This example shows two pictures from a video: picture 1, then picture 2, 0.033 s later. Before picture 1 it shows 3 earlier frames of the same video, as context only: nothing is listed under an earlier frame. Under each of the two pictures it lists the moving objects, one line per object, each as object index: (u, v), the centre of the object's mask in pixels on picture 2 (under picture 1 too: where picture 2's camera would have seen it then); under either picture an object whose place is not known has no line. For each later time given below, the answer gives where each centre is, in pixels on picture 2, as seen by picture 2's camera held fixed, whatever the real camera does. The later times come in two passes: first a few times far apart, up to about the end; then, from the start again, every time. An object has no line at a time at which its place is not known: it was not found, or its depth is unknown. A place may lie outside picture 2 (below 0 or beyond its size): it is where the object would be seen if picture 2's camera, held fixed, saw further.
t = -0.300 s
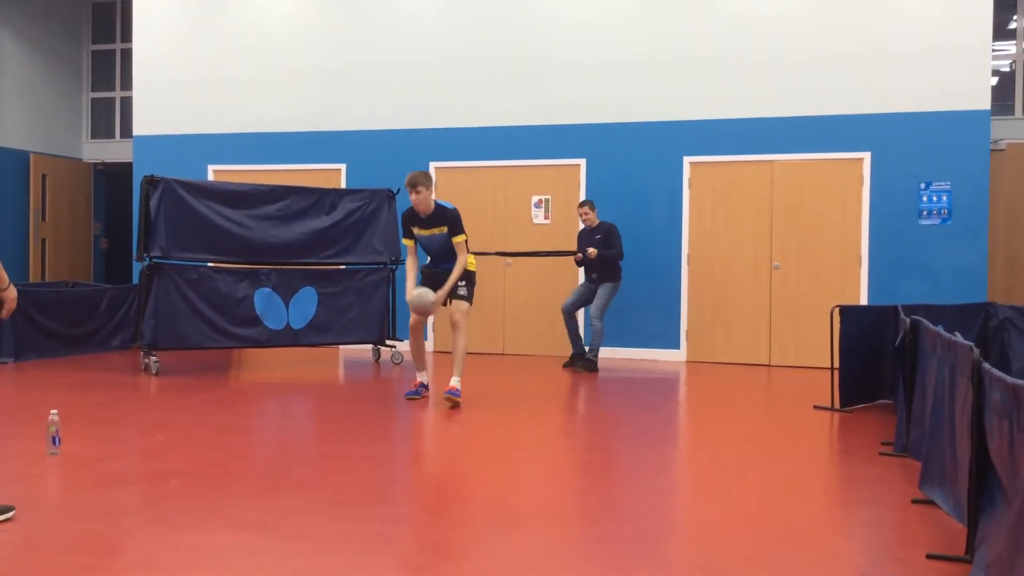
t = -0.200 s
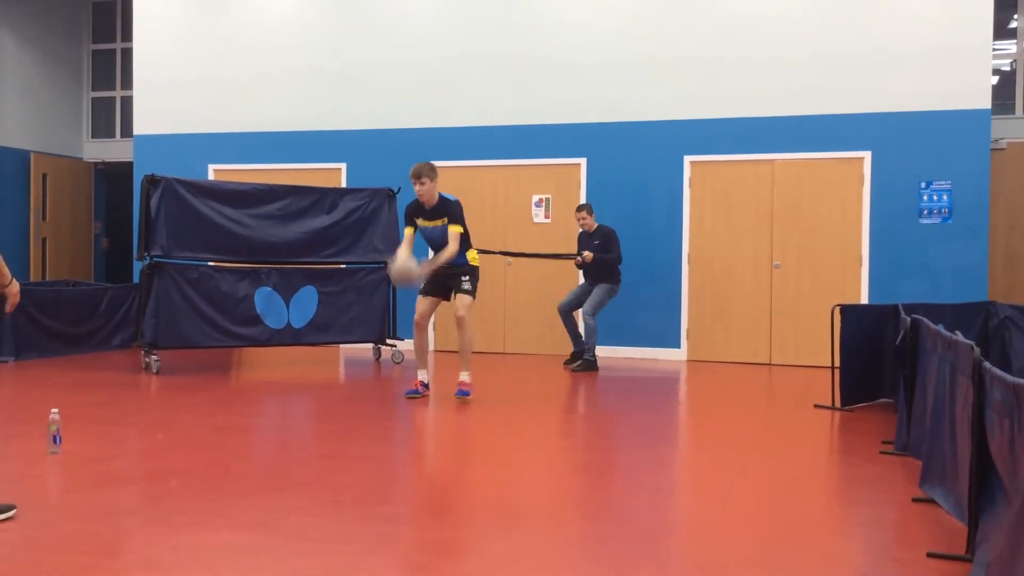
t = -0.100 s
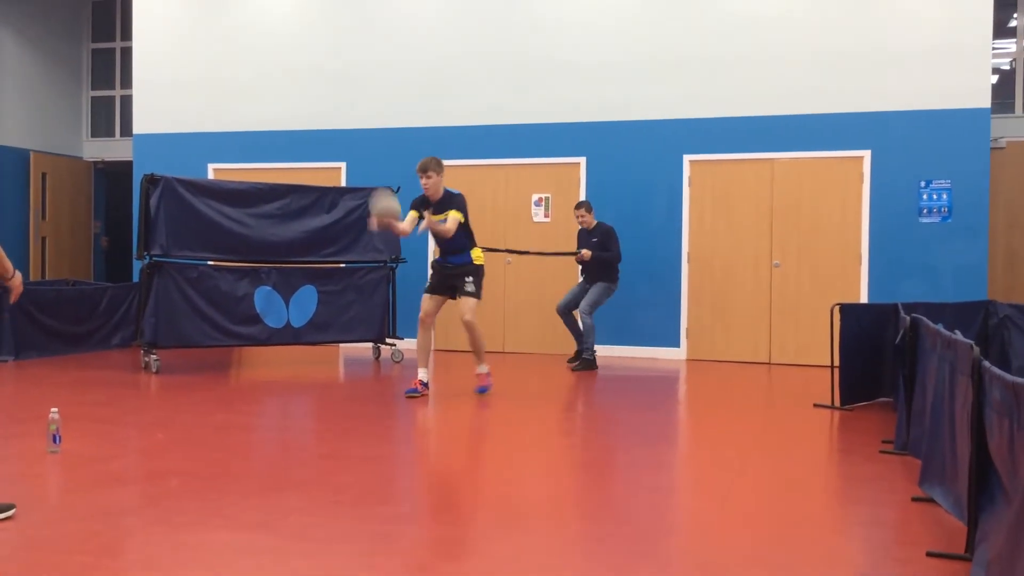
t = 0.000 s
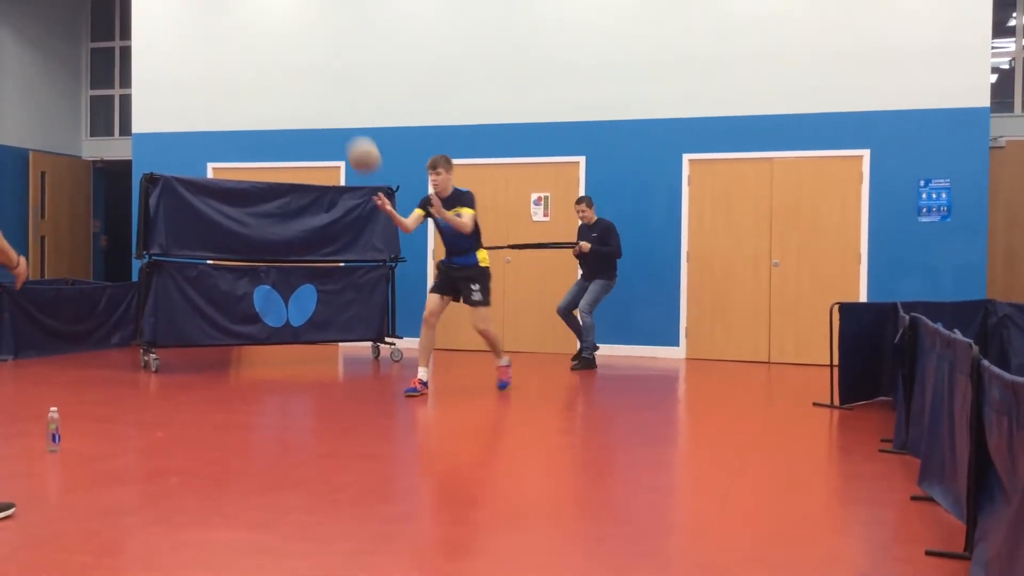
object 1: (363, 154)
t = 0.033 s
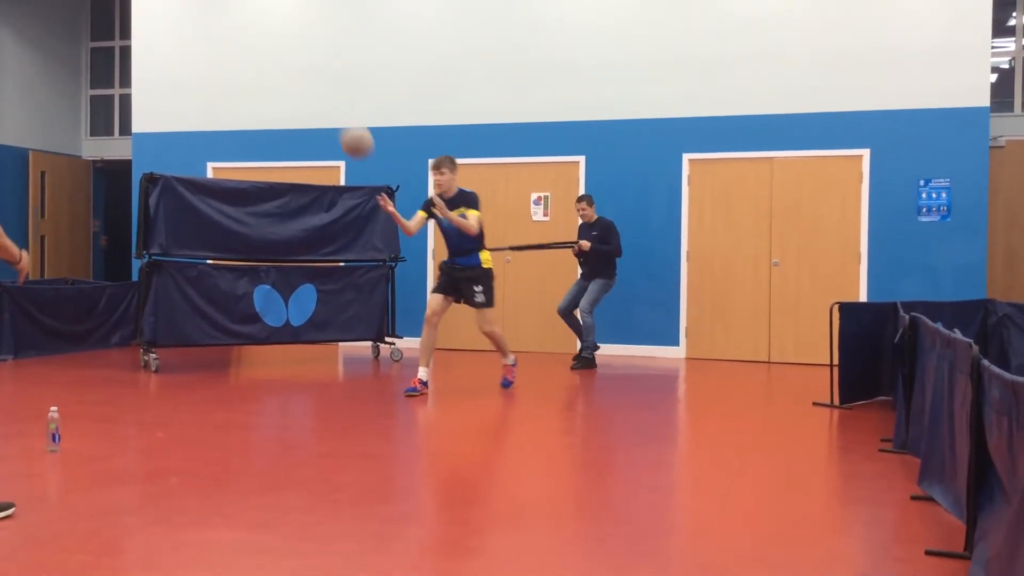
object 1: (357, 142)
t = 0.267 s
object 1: (298, 81)
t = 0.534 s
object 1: (218, 128)
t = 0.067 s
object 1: (349, 129)
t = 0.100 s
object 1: (341, 117)
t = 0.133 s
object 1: (332, 106)
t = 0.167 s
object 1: (324, 98)
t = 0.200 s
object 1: (316, 90)
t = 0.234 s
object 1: (307, 86)
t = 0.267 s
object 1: (298, 81)
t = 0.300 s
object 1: (290, 79)
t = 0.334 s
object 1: (280, 79)
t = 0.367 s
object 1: (271, 82)
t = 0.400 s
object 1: (261, 87)
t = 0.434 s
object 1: (249, 94)
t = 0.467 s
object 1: (240, 102)
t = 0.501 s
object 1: (229, 114)
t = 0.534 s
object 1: (218, 128)
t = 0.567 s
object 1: (206, 145)
